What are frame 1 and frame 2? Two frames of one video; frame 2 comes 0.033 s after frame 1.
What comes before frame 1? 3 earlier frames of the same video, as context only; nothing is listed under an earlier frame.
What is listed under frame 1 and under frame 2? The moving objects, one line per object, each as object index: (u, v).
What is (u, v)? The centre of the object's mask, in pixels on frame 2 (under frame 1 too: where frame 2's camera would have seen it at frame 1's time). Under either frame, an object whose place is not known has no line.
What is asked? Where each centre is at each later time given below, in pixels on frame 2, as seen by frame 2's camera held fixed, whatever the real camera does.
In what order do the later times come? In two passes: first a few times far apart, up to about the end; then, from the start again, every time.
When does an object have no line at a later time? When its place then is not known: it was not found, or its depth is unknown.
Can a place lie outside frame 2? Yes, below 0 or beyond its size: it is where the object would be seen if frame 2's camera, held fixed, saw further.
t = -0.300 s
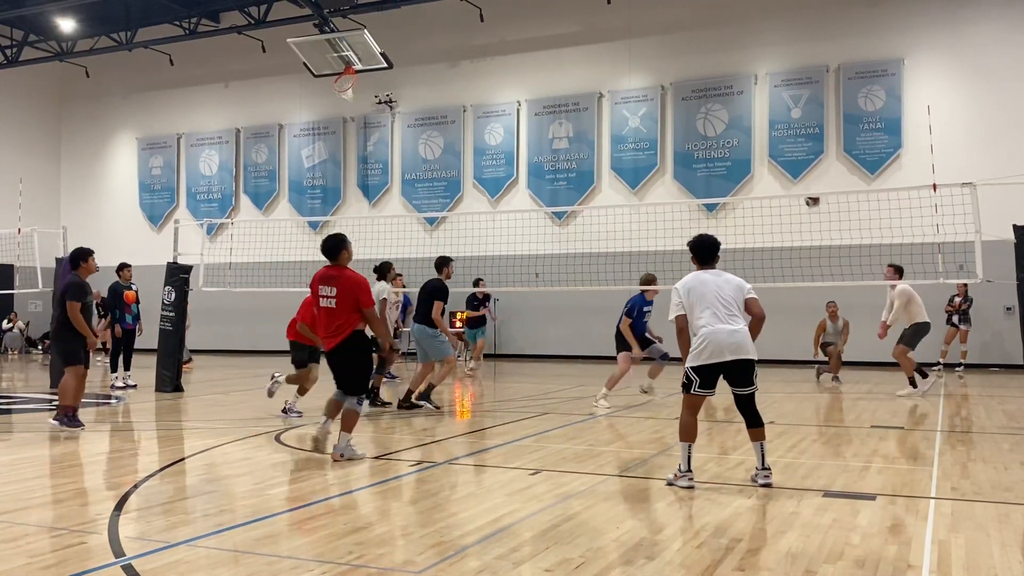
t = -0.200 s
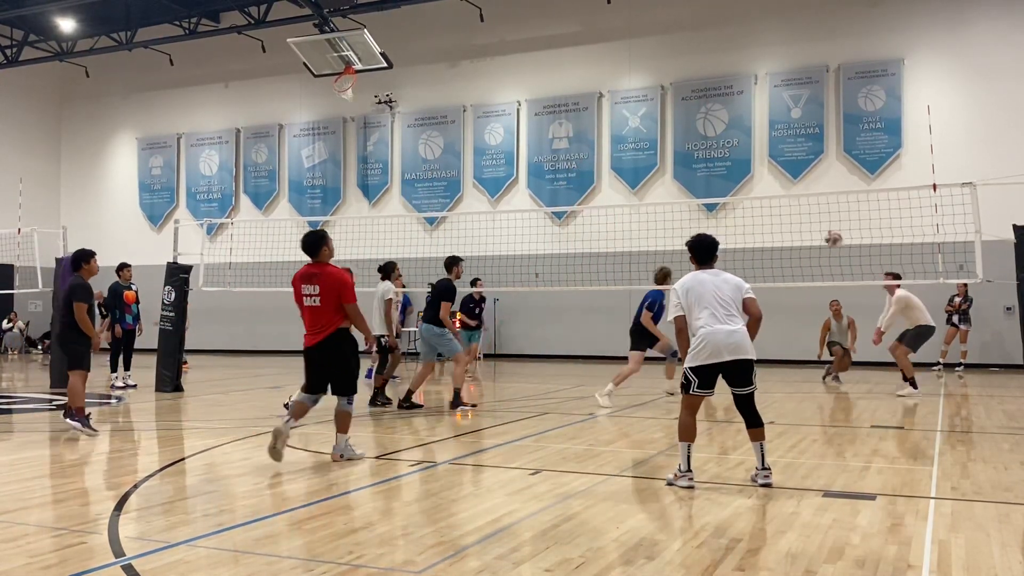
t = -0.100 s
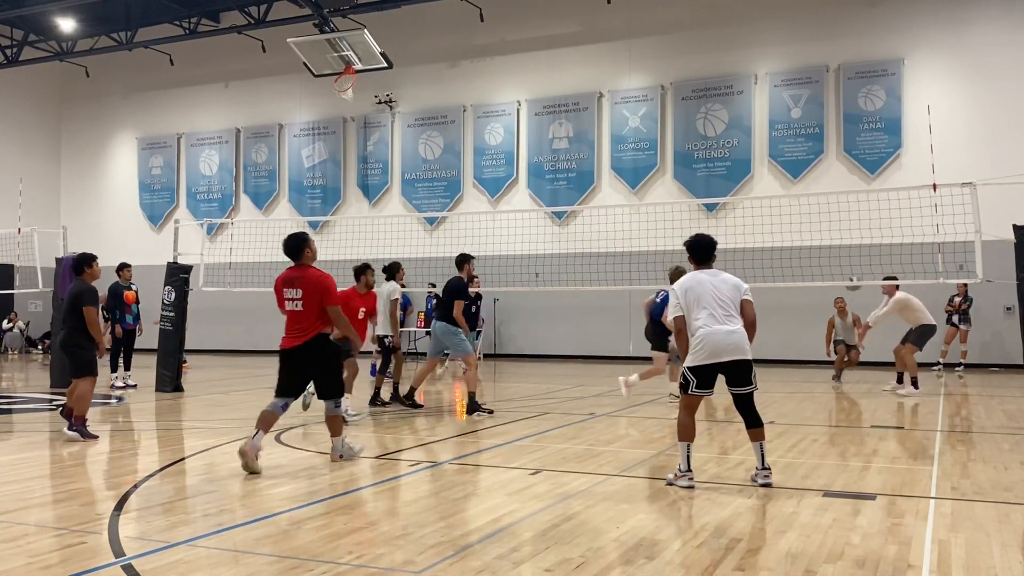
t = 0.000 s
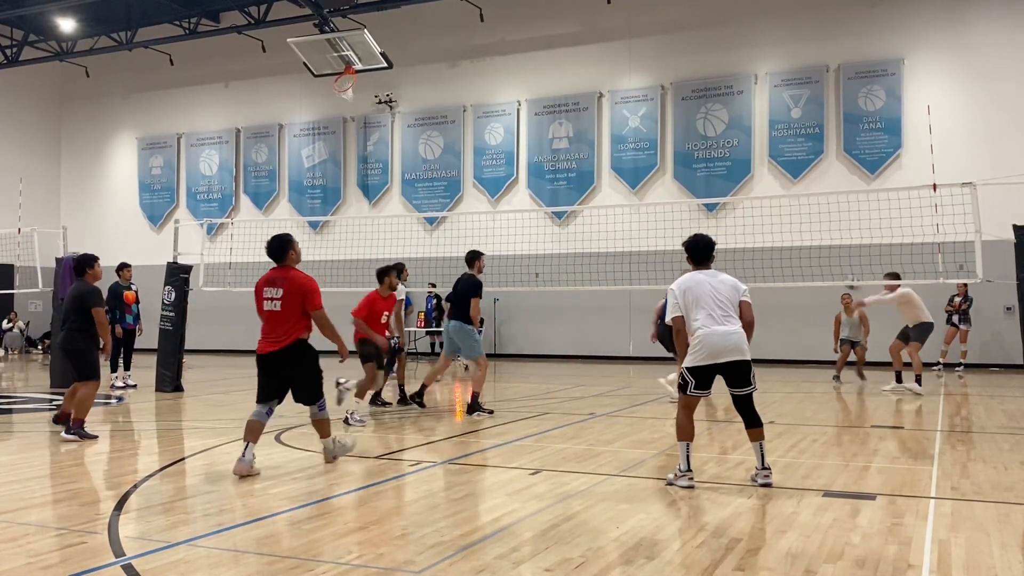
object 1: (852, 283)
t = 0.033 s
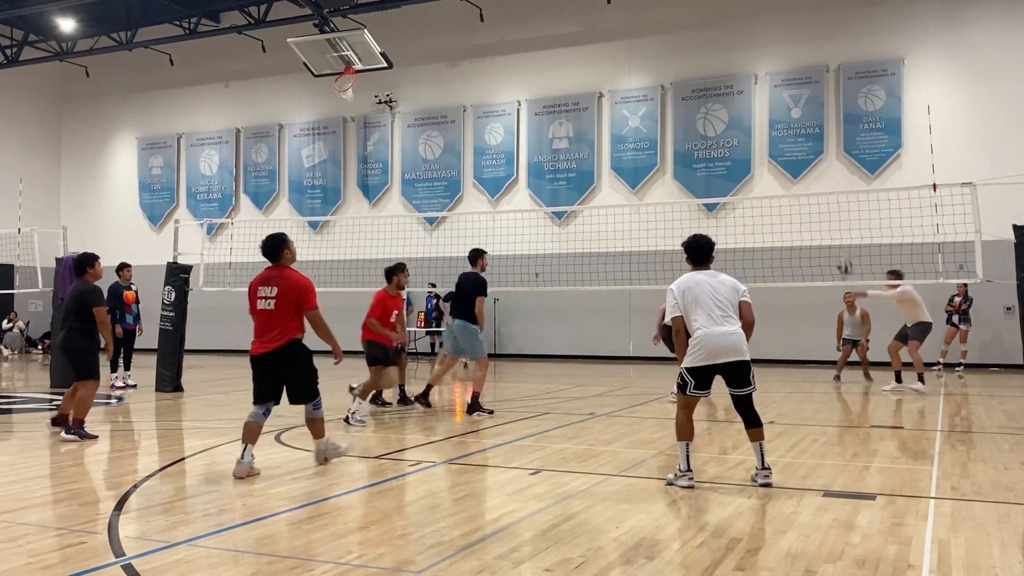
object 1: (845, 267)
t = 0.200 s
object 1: (810, 202)
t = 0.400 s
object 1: (769, 147)
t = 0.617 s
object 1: (724, 122)
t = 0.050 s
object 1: (842, 260)
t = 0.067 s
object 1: (836, 252)
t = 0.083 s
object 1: (834, 245)
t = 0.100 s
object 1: (831, 238)
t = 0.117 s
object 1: (828, 232)
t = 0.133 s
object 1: (824, 225)
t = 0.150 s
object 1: (820, 219)
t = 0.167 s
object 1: (817, 212)
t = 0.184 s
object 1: (814, 207)
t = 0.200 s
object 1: (810, 202)
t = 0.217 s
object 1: (807, 195)
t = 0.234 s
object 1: (803, 187)
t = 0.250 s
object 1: (800, 186)
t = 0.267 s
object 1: (796, 179)
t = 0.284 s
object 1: (793, 175)
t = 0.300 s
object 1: (788, 170)
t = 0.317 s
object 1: (786, 165)
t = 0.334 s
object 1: (783, 162)
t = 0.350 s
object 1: (779, 158)
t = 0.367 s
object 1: (776, 154)
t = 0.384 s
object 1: (772, 150)
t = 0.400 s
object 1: (769, 147)
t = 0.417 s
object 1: (765, 144)
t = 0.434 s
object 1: (761, 142)
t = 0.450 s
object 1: (758, 139)
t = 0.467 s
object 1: (755, 136)
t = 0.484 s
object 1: (752, 134)
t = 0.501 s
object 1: (748, 132)
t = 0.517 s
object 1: (745, 130)
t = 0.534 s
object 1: (742, 128)
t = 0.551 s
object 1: (738, 126)
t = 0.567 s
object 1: (733, 124)
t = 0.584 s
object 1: (730, 123)
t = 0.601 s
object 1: (726, 124)
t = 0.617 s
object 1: (724, 122)
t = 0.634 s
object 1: (721, 121)
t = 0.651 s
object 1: (718, 122)
